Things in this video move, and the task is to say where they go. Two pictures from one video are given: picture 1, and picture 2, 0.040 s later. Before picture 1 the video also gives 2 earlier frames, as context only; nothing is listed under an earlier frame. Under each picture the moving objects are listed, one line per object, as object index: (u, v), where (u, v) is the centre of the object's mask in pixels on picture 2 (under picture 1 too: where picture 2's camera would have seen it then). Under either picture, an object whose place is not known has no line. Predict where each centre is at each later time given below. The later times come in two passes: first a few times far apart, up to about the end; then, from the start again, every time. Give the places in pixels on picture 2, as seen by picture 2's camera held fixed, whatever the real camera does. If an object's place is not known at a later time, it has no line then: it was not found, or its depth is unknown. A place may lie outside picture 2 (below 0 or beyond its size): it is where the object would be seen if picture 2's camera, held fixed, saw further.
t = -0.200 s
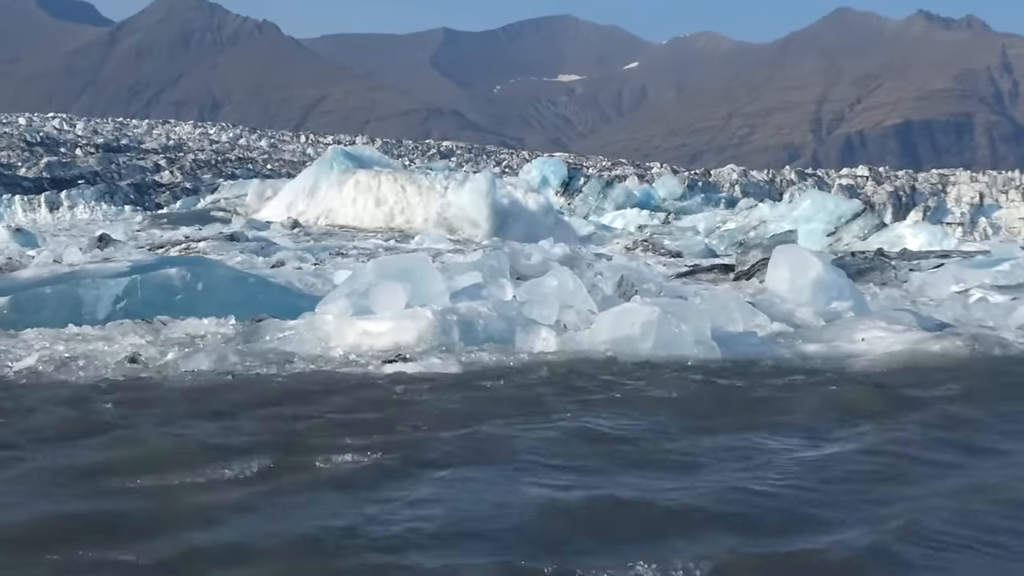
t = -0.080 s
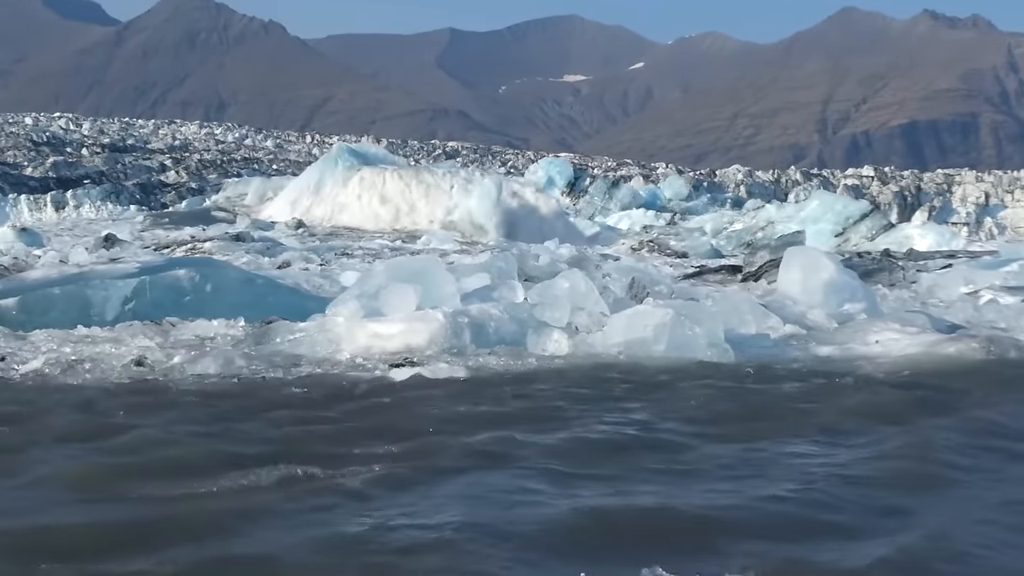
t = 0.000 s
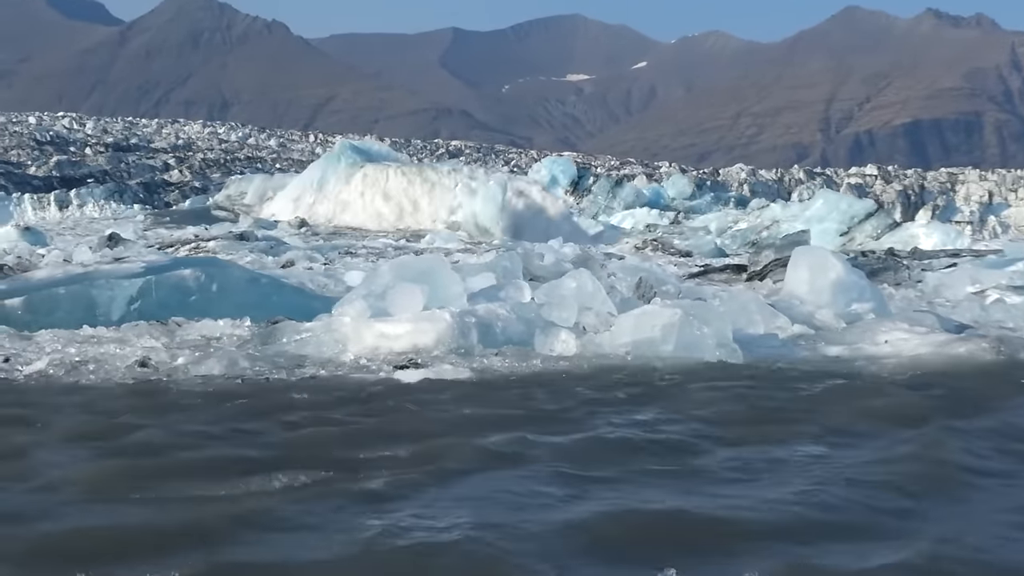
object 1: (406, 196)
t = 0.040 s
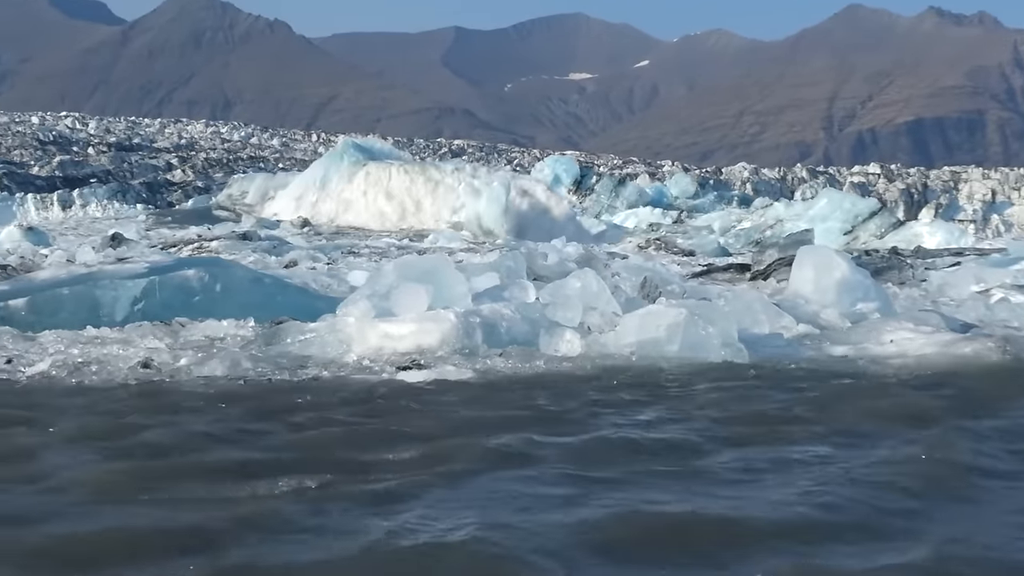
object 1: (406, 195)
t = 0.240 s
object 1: (400, 193)
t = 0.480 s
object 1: (397, 190)
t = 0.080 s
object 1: (405, 195)
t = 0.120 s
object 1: (403, 195)
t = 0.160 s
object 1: (401, 194)
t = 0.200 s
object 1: (400, 193)
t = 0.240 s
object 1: (400, 193)
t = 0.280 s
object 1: (399, 192)
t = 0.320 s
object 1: (398, 192)
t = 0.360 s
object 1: (398, 191)
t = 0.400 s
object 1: (399, 191)
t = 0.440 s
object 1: (398, 191)
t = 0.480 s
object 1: (397, 190)
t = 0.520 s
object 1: (396, 189)
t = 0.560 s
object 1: (395, 189)
